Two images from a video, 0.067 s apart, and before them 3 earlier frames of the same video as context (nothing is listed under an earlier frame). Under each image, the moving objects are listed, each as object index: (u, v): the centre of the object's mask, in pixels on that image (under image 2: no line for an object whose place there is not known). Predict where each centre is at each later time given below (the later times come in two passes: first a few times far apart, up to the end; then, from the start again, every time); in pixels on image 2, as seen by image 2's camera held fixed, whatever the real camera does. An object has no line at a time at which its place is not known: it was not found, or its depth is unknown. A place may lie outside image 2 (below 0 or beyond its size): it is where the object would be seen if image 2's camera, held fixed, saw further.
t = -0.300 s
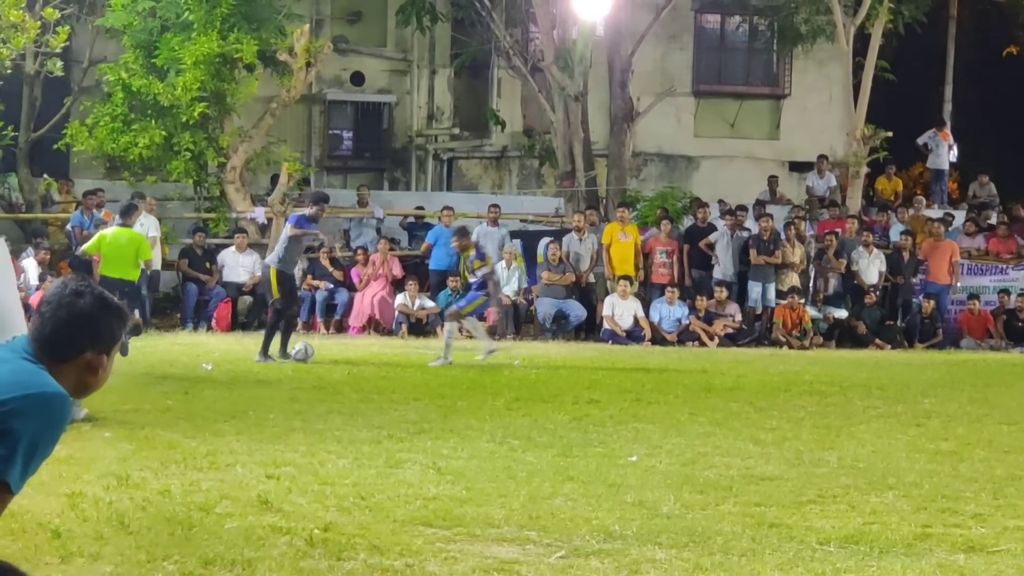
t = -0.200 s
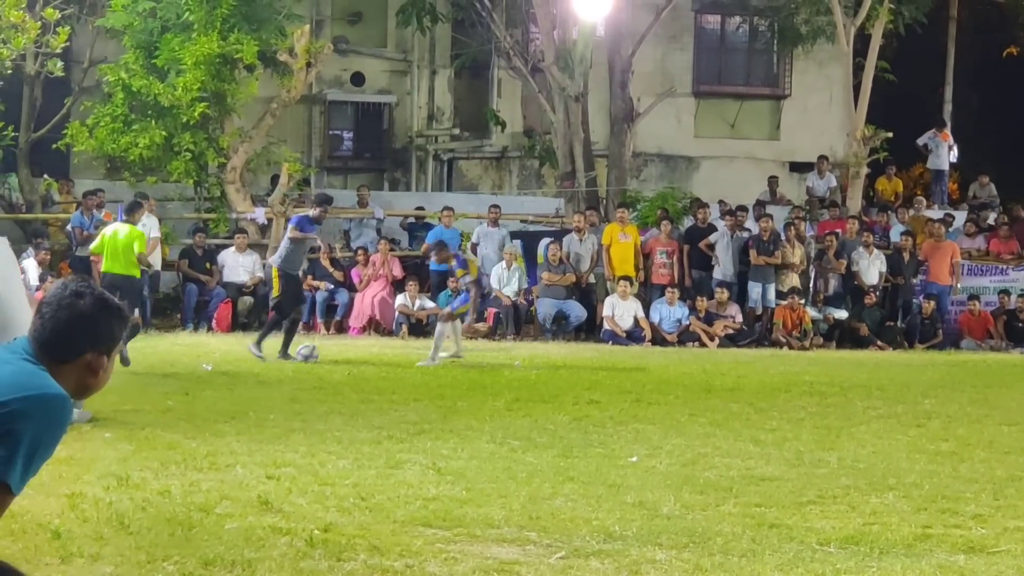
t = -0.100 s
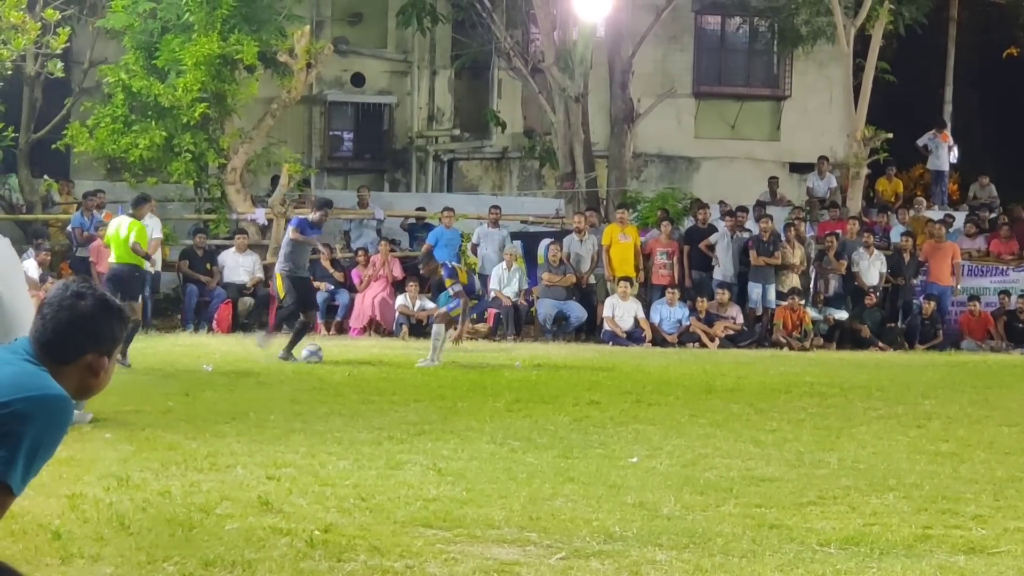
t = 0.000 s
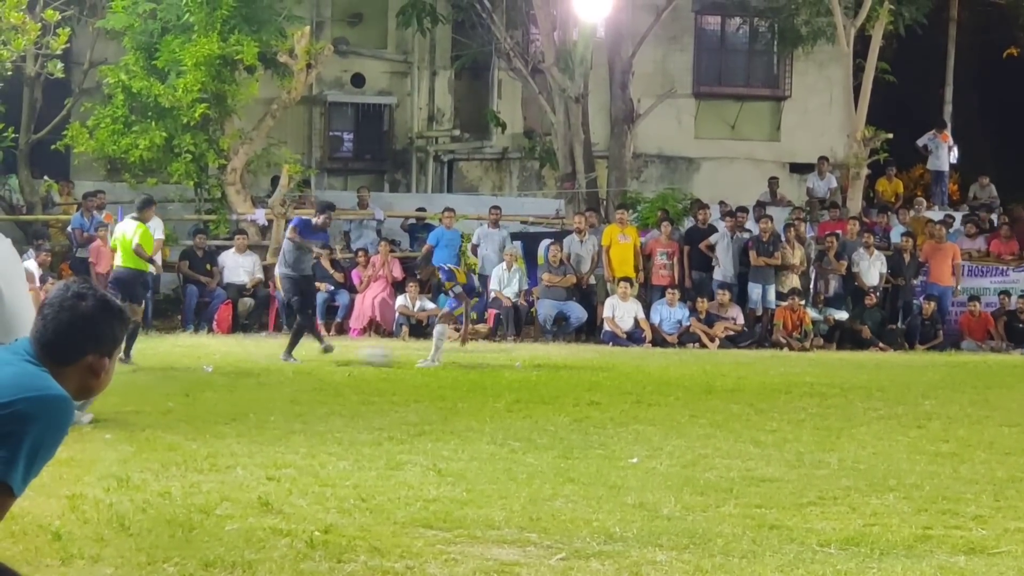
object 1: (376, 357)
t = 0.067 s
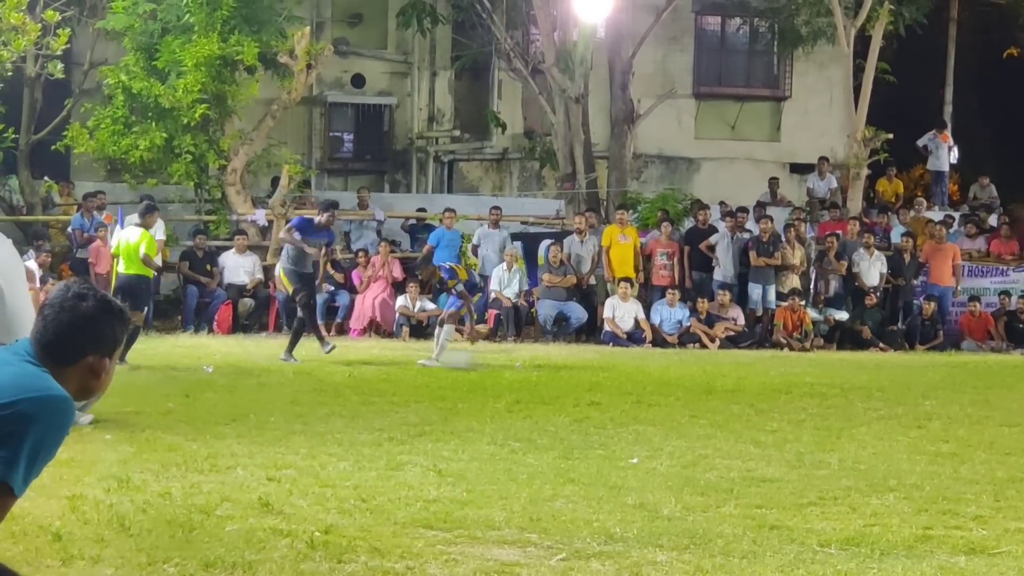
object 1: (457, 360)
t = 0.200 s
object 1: (614, 366)
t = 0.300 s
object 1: (724, 372)
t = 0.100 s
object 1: (500, 363)
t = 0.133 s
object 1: (538, 364)
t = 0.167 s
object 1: (577, 365)
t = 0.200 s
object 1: (614, 366)
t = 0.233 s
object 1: (651, 367)
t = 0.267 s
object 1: (688, 369)
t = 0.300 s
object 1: (724, 372)
